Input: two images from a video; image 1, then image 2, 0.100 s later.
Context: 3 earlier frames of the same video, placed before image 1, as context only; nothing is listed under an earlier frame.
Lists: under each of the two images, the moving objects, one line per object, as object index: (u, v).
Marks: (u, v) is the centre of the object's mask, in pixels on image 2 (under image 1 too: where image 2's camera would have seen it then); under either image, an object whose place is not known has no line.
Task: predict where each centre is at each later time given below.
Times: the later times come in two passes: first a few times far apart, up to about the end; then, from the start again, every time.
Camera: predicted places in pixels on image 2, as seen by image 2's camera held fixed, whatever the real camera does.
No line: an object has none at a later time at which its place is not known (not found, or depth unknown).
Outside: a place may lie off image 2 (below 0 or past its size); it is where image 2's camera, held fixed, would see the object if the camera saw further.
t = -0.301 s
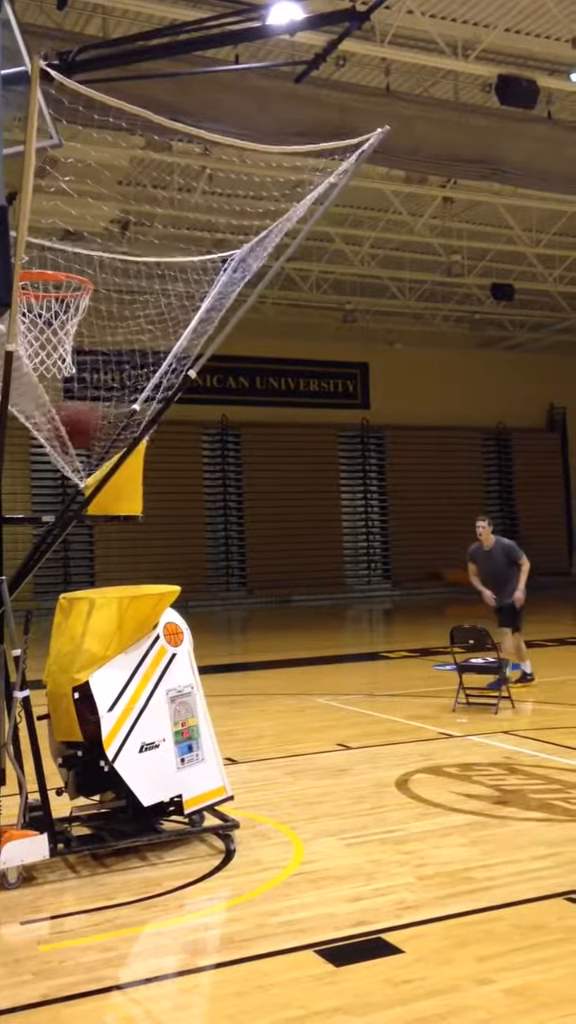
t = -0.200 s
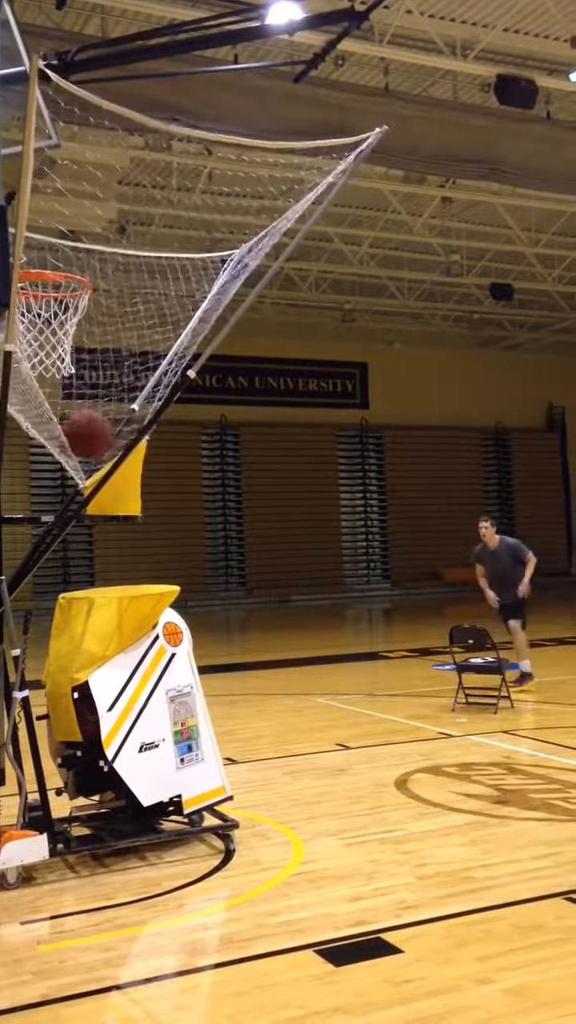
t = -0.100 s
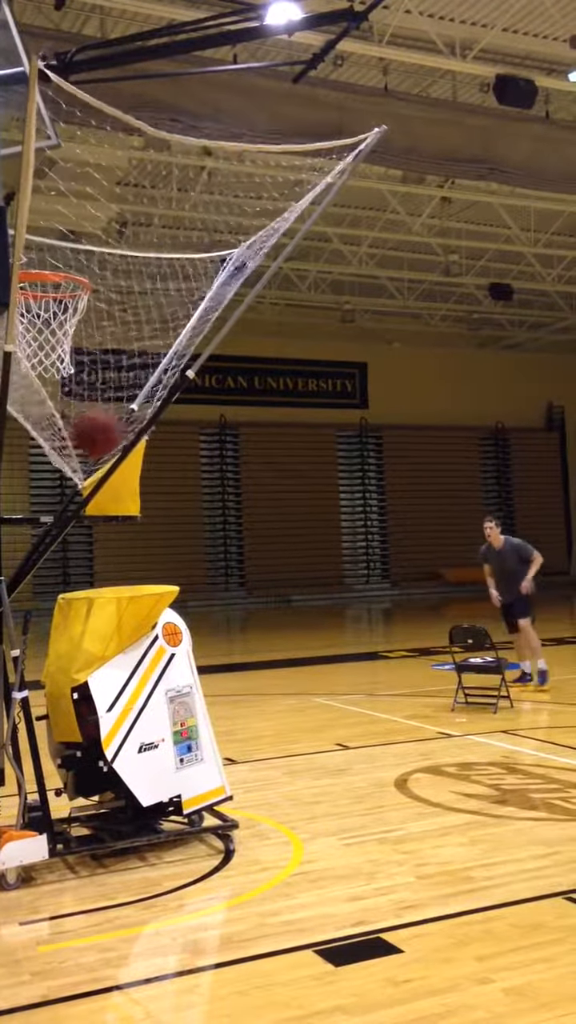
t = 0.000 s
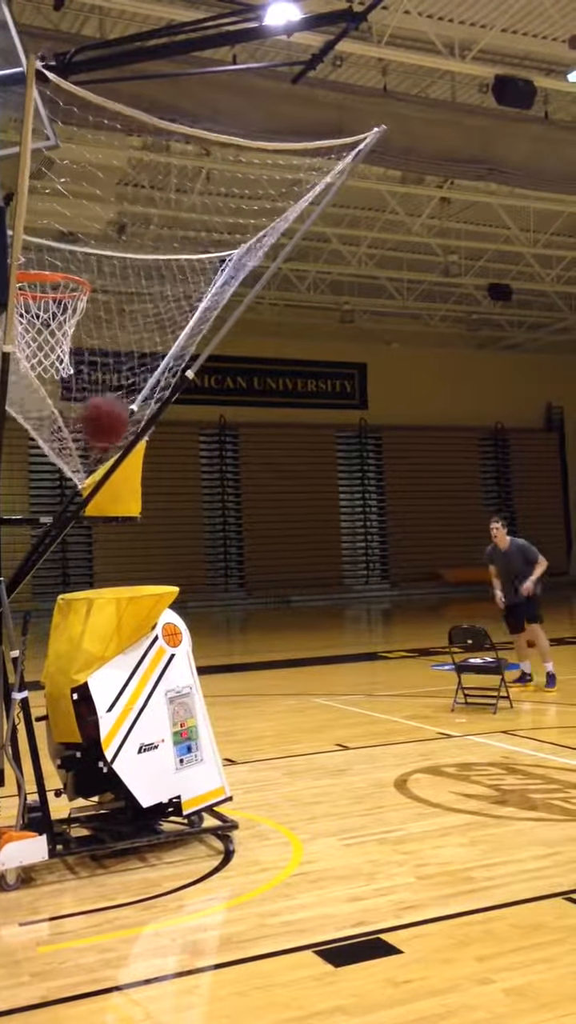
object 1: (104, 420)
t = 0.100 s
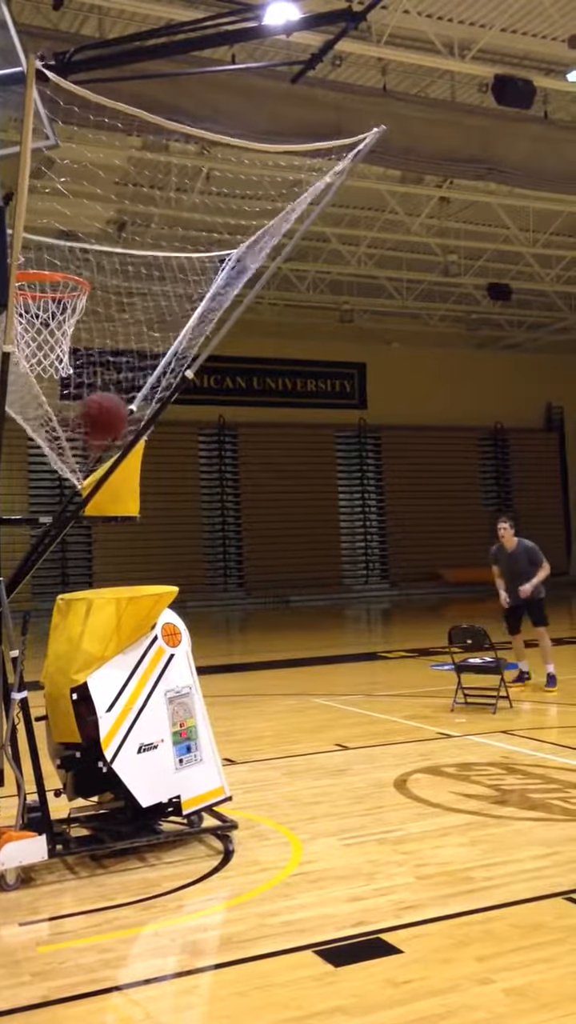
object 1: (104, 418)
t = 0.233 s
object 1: (101, 429)
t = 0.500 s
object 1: (91, 461)
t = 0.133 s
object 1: (102, 419)
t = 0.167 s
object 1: (101, 424)
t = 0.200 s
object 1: (102, 426)
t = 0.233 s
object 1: (101, 429)
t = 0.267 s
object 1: (98, 439)
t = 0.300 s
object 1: (99, 447)
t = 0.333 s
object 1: (98, 453)
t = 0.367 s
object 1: (95, 458)
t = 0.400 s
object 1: (95, 460)
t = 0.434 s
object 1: (92, 461)
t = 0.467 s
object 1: (91, 461)
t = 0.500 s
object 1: (91, 461)
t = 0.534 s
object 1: (92, 461)
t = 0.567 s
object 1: (94, 461)
